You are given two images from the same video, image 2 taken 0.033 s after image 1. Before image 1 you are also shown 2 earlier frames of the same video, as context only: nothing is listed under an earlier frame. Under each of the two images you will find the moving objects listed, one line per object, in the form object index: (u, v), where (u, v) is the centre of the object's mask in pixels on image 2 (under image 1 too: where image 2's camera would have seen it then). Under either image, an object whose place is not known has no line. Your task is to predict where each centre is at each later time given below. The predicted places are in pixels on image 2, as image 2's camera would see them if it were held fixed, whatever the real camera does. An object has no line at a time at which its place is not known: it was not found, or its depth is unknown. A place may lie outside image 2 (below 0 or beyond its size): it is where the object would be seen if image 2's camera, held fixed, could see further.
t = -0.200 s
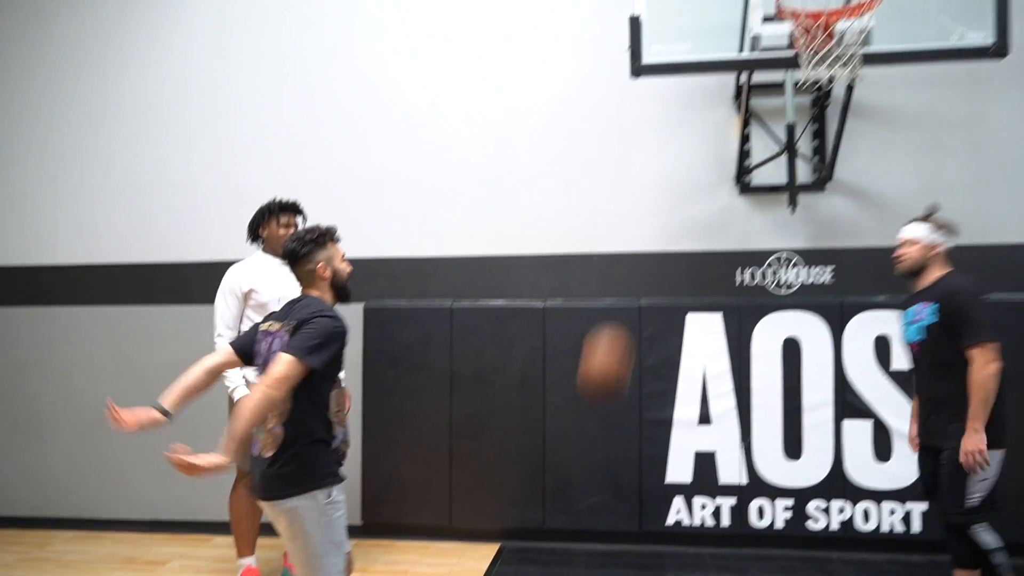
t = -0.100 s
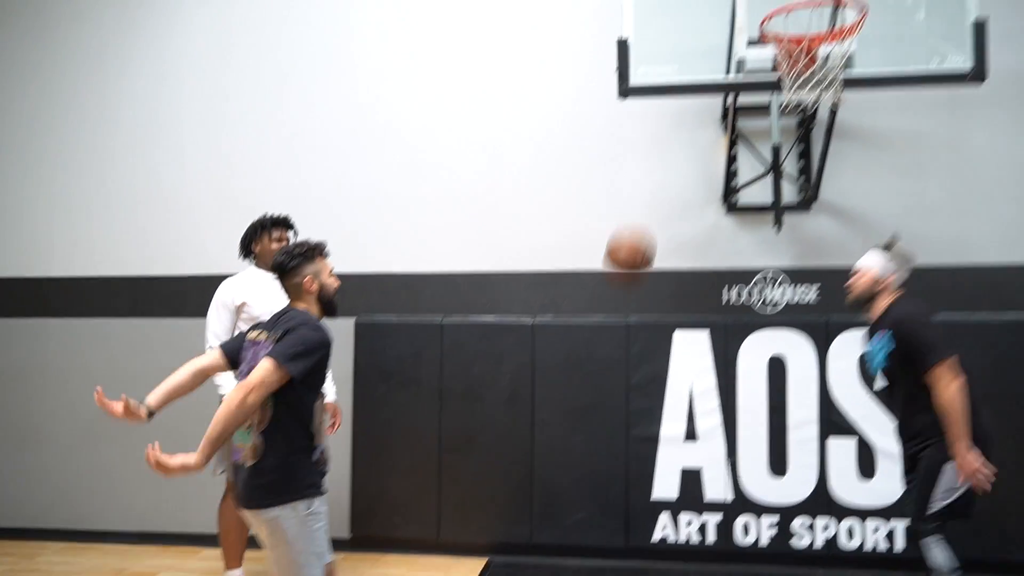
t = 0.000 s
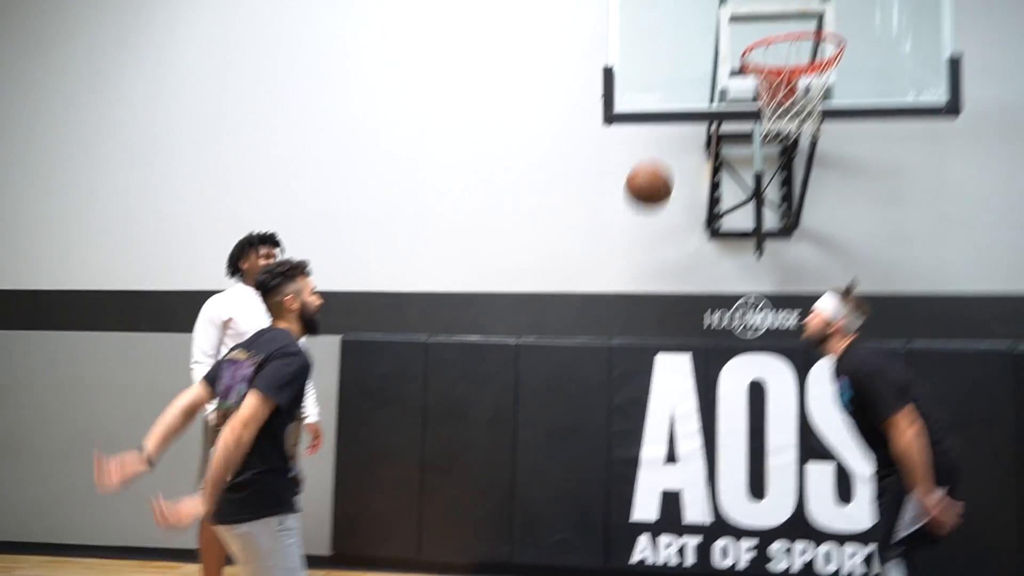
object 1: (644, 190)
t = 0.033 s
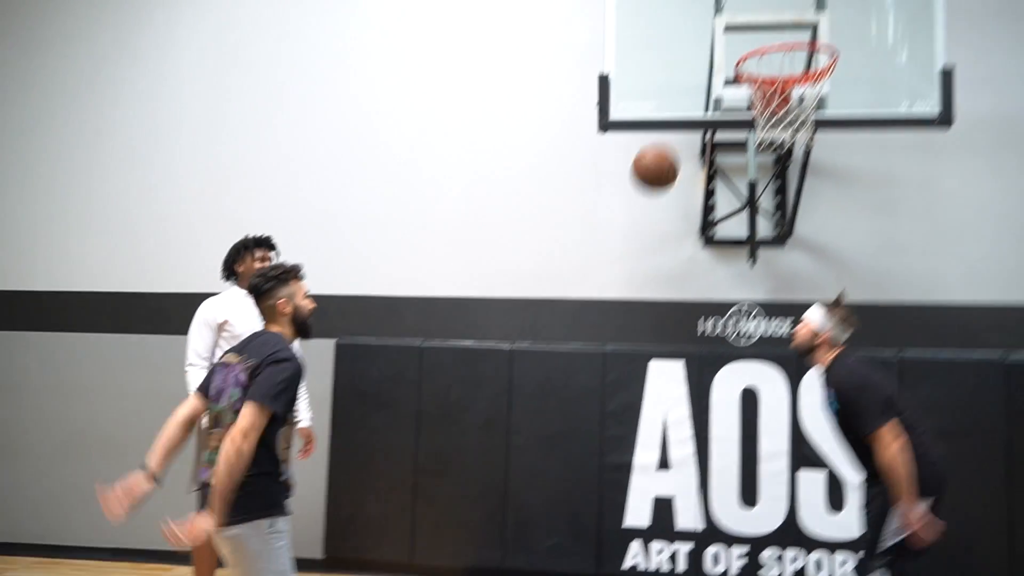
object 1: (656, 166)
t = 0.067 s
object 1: (667, 144)
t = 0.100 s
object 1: (680, 126)
